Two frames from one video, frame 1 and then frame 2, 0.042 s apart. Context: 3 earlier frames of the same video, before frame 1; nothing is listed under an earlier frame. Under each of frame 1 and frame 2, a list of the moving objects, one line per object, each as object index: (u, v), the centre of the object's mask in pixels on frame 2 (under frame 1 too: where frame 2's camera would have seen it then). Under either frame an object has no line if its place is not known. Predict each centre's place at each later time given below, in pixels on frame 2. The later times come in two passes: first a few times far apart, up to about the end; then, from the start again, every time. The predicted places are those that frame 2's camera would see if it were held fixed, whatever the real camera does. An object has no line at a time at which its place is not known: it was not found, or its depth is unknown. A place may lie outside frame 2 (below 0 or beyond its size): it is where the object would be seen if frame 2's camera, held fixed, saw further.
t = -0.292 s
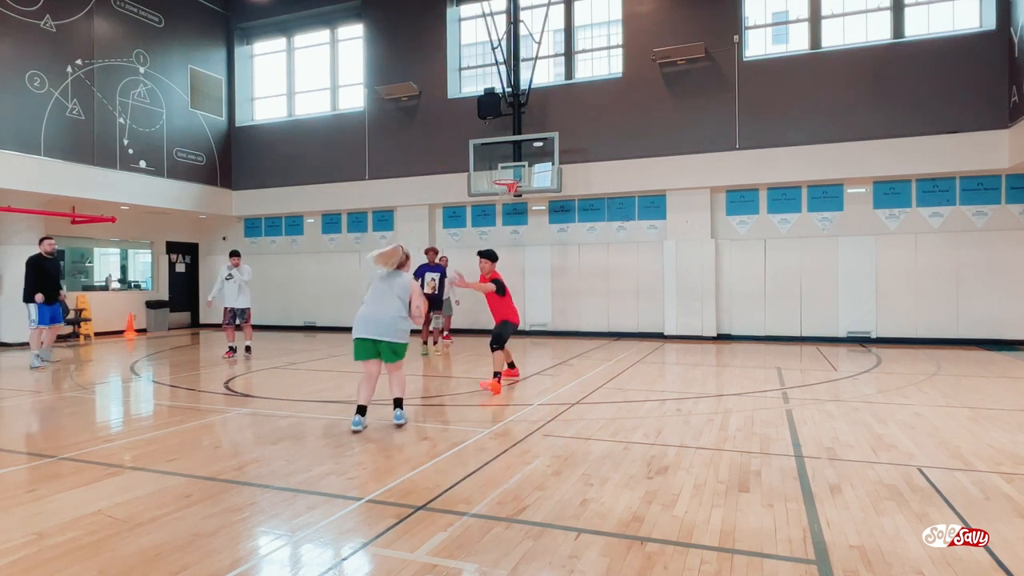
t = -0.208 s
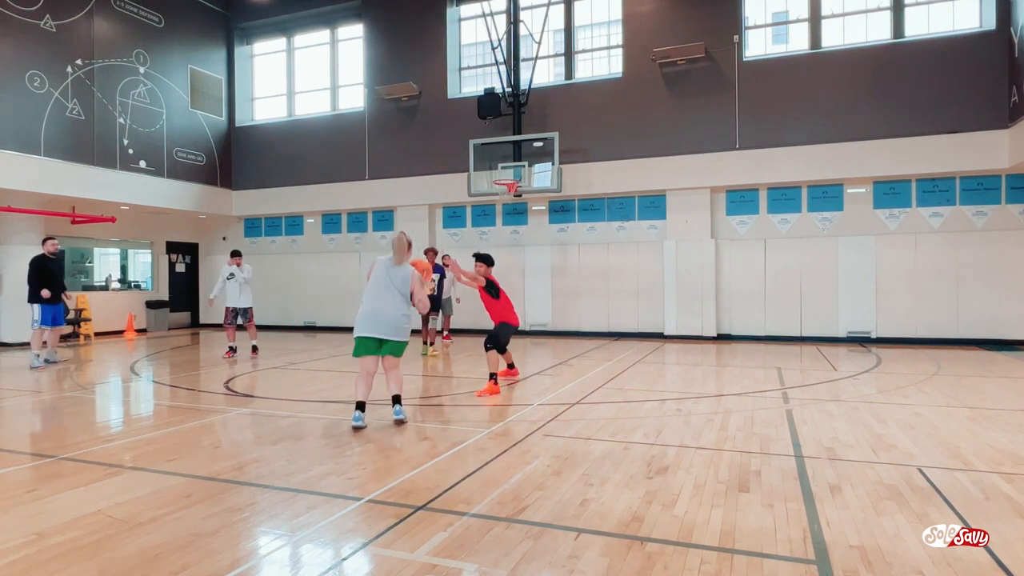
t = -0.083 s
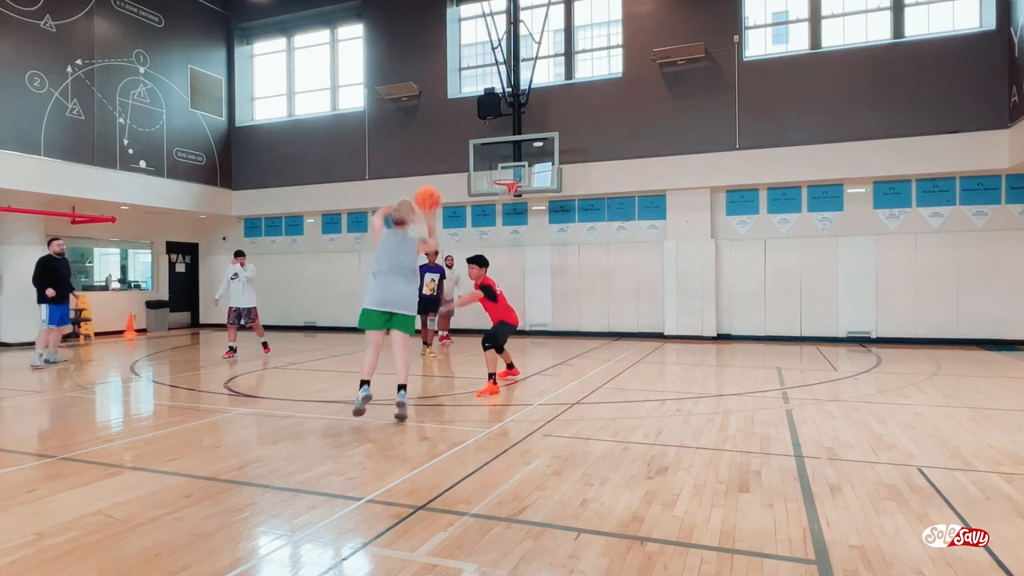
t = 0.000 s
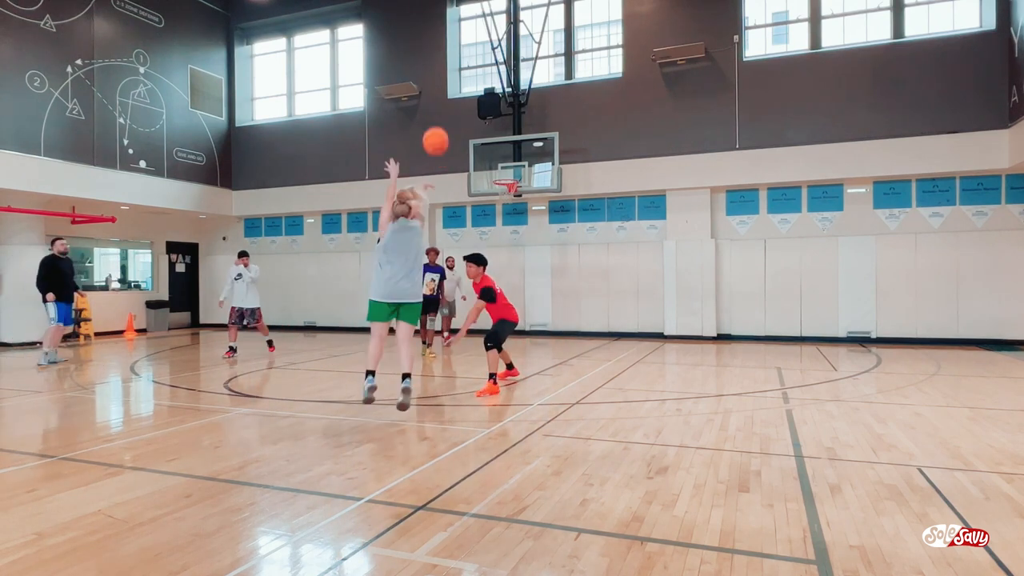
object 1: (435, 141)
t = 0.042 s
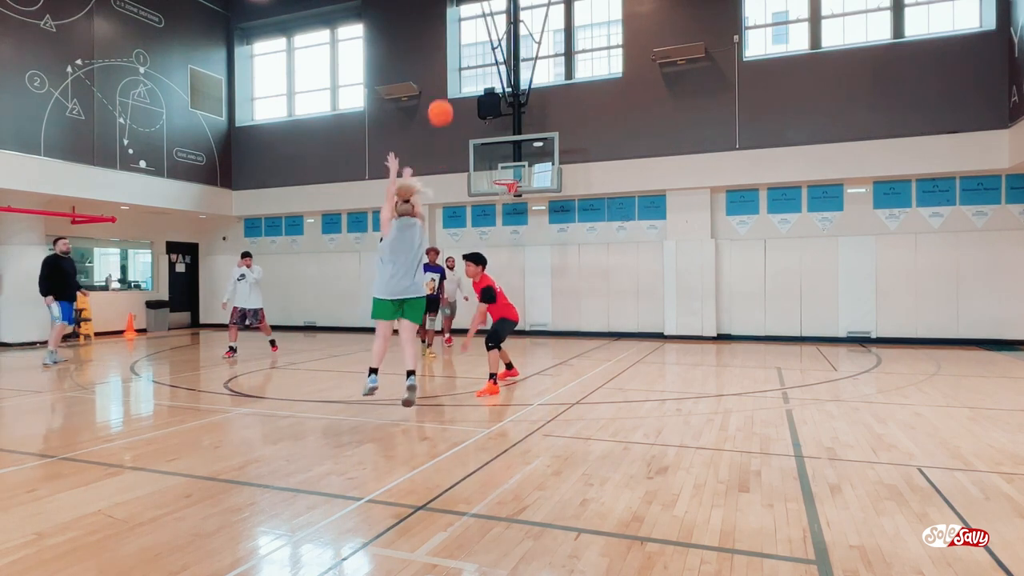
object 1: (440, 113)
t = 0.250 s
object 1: (458, 35)
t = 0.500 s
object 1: (474, 10)
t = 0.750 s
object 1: (487, 35)
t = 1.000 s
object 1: (498, 95)
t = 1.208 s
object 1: (506, 159)
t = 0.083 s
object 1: (443, 97)
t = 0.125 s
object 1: (447, 75)
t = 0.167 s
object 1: (450, 63)
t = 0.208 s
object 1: (453, 48)
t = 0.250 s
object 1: (458, 35)
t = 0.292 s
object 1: (460, 29)
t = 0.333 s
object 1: (463, 21)
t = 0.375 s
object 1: (466, 15)
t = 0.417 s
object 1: (468, 13)
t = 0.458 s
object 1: (472, 11)
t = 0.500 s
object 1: (474, 10)
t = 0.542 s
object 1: (477, 12)
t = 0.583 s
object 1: (479, 15)
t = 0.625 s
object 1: (481, 18)
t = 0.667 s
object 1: (483, 23)
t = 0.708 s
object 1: (486, 30)
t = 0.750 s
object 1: (487, 35)
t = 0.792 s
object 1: (490, 44)
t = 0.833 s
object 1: (491, 51)
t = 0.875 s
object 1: (493, 61)
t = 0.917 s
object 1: (495, 72)
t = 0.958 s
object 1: (497, 81)
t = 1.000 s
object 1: (498, 95)
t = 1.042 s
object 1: (501, 108)
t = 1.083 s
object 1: (502, 118)
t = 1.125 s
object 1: (503, 132)
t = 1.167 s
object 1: (504, 145)
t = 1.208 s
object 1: (506, 159)
